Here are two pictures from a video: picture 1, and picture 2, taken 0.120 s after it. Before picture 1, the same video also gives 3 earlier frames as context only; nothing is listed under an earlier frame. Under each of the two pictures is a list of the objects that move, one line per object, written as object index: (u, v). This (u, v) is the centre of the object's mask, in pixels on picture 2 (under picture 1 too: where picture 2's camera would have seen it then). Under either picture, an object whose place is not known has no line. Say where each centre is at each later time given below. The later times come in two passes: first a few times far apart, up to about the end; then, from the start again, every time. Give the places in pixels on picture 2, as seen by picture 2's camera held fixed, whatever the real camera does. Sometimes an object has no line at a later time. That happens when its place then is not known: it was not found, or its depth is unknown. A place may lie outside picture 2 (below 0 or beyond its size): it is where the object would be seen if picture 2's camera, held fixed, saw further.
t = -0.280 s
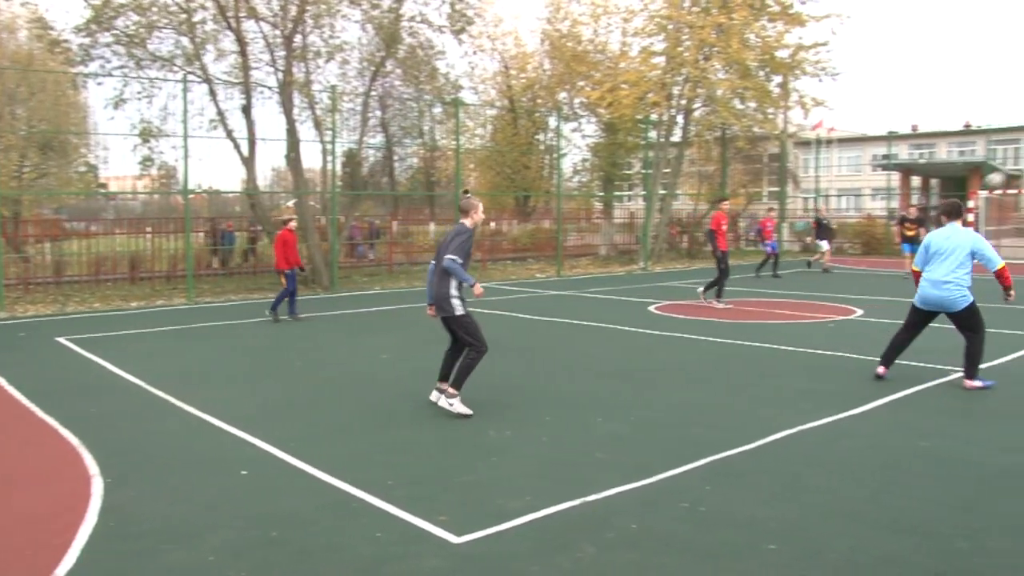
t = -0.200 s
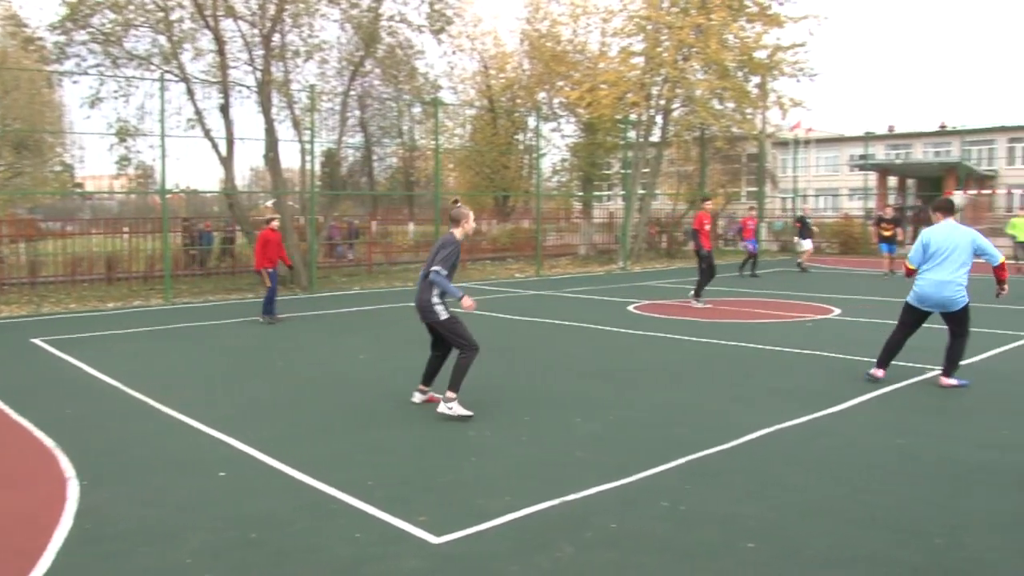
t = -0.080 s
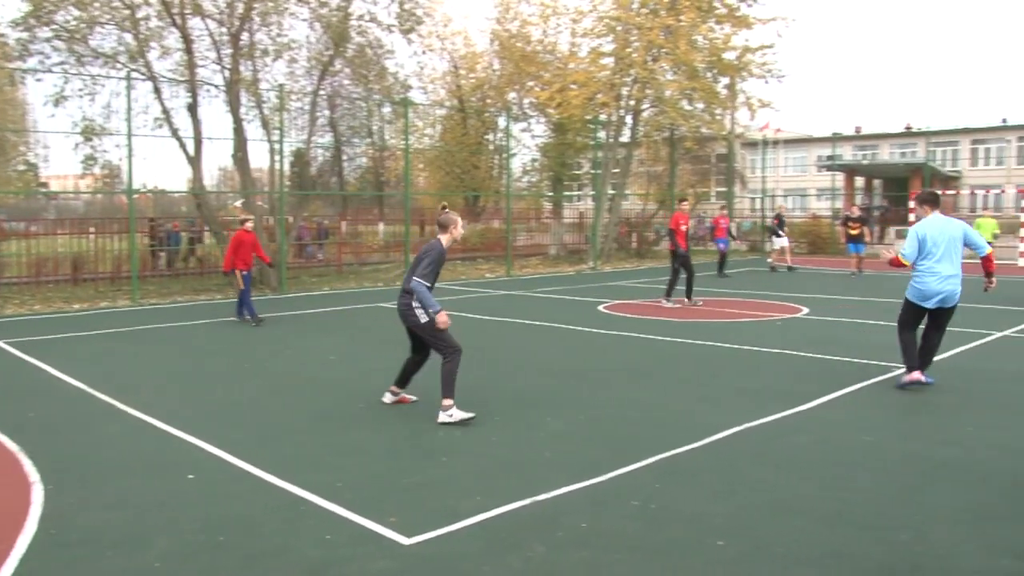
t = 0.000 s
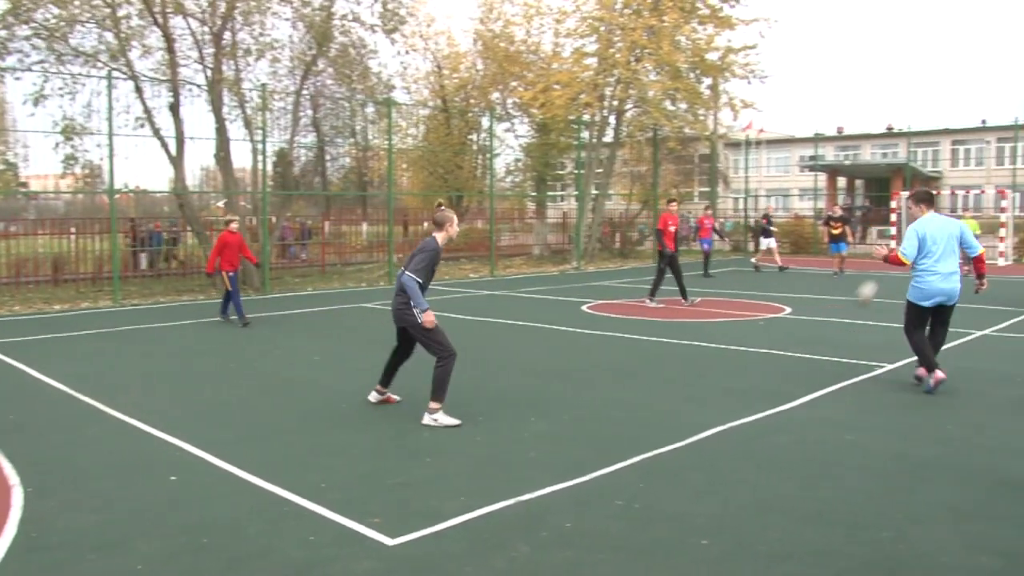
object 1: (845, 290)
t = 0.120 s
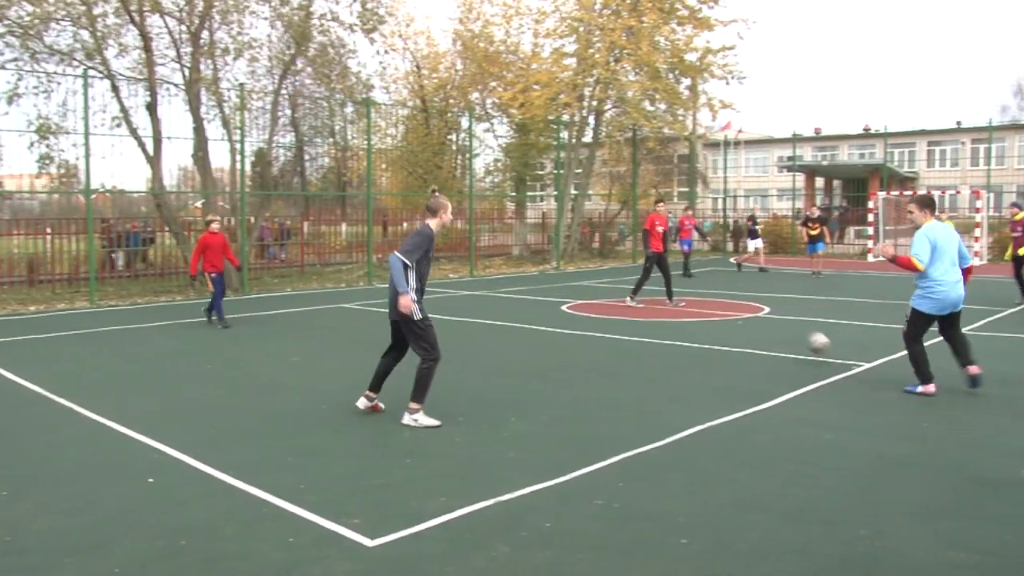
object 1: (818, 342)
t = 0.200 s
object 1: (803, 320)
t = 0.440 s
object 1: (748, 288)
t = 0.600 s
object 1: (703, 302)
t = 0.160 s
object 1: (811, 330)
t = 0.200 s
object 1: (803, 320)
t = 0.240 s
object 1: (795, 310)
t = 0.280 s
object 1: (787, 303)
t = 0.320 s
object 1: (777, 296)
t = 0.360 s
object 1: (768, 291)
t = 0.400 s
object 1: (758, 288)
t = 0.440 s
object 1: (748, 288)
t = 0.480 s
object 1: (737, 288)
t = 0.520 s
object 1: (726, 290)
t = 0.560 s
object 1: (715, 295)
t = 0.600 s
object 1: (703, 302)
